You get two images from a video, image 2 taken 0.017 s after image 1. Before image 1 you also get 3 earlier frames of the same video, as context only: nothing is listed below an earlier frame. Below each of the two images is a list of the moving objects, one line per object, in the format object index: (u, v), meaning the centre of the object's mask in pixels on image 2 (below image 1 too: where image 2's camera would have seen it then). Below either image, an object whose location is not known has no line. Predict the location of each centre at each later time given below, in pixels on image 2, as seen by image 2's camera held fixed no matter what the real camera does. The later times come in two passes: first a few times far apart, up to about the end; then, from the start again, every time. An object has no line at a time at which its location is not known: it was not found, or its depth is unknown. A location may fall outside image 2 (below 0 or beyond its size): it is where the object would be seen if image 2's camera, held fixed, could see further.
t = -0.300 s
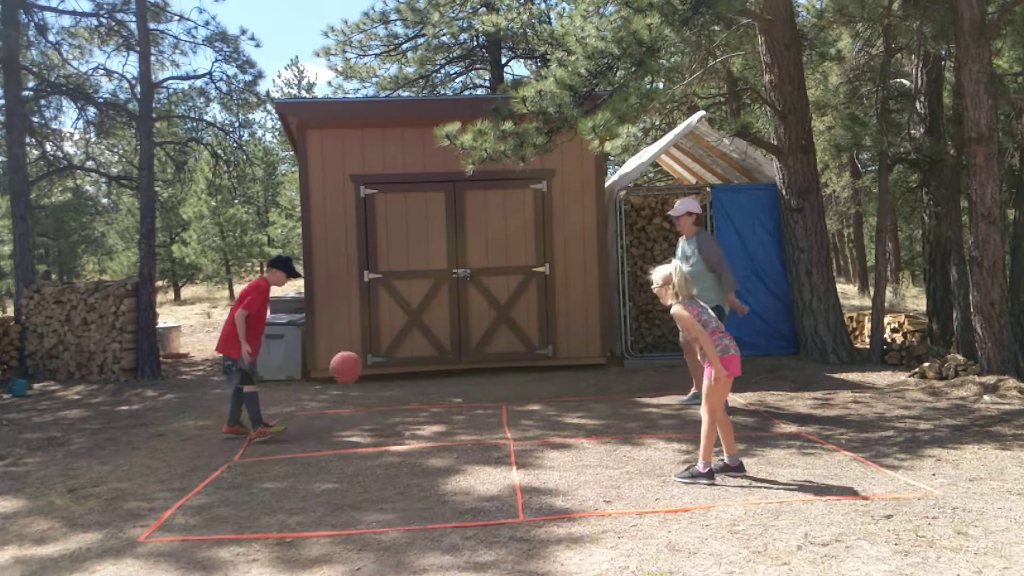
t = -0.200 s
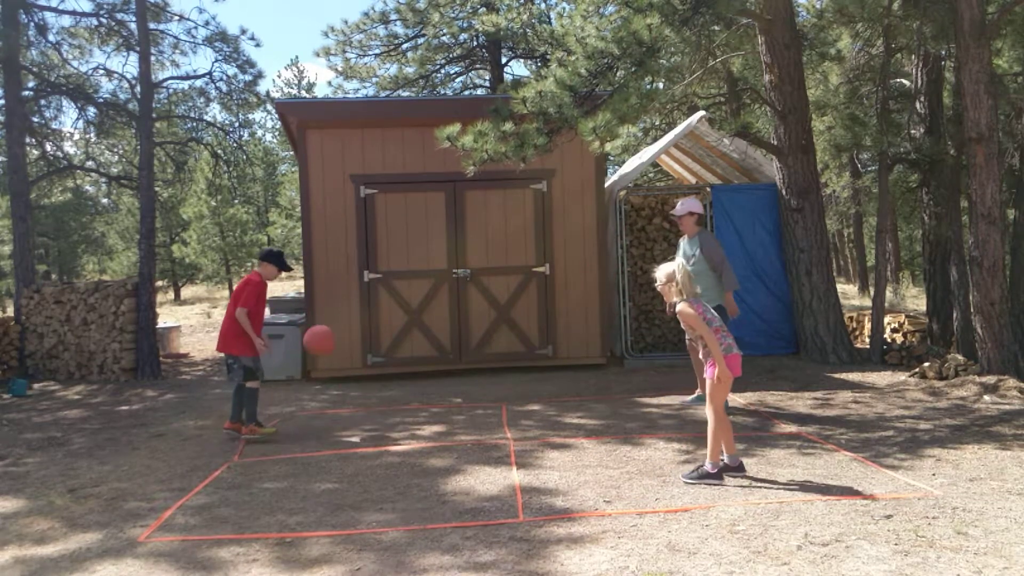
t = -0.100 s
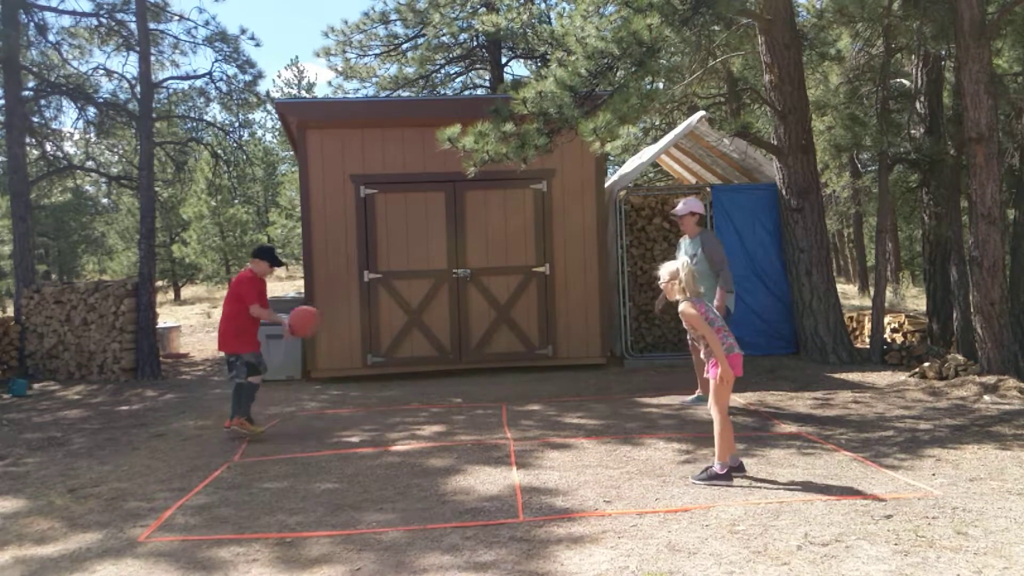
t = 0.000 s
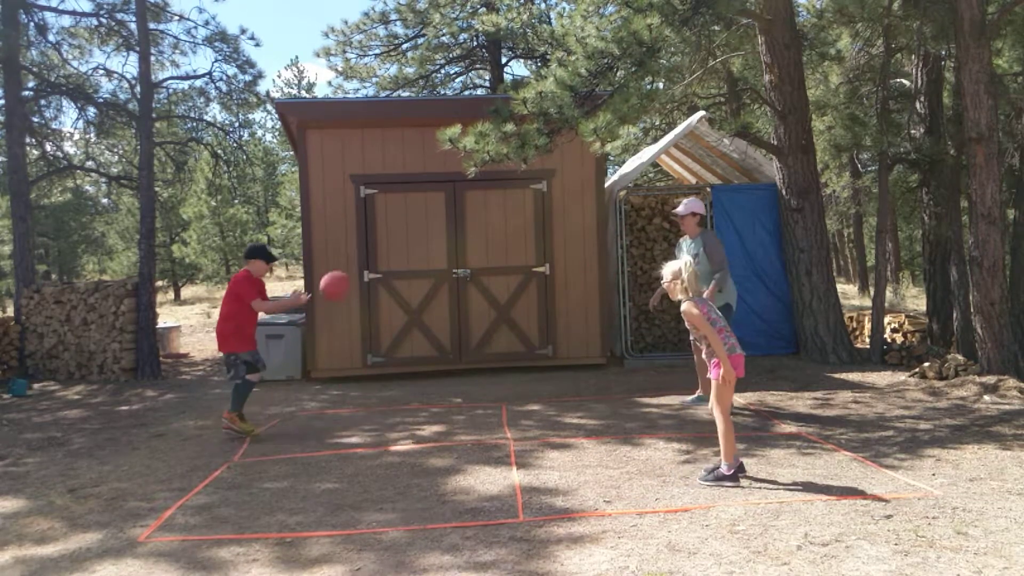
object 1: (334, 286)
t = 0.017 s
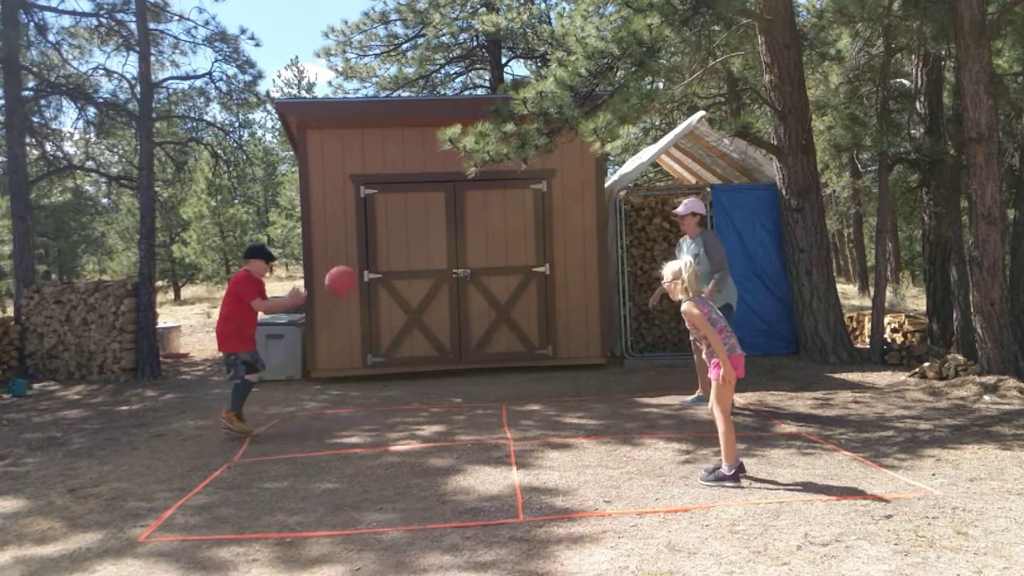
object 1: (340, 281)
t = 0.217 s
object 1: (402, 248)
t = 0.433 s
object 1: (470, 271)
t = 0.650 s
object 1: (538, 350)
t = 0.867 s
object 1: (585, 356)
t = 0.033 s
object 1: (346, 276)
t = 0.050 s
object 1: (352, 272)
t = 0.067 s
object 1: (357, 268)
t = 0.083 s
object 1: (361, 265)
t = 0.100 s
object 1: (366, 261)
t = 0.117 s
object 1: (372, 258)
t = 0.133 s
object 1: (377, 256)
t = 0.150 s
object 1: (383, 254)
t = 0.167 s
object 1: (387, 252)
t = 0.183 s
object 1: (391, 252)
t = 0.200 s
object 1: (397, 248)
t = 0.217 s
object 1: (402, 248)
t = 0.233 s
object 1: (407, 248)
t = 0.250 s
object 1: (414, 248)
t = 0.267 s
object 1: (418, 248)
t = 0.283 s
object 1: (424, 249)
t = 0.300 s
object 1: (428, 250)
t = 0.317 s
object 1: (433, 250)
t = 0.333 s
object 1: (439, 252)
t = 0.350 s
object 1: (444, 254)
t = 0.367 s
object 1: (449, 258)
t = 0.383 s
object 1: (455, 260)
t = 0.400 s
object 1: (459, 264)
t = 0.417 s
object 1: (464, 267)
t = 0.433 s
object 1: (470, 271)
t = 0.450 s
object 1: (476, 275)
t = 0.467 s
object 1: (480, 279)
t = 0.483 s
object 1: (485, 284)
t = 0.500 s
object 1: (491, 289)
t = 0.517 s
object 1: (496, 293)
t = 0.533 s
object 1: (501, 299)
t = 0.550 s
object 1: (506, 306)
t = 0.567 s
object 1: (511, 312)
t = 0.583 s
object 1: (516, 319)
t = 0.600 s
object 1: (522, 326)
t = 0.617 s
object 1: (528, 334)
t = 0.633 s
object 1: (533, 342)
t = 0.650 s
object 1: (538, 350)
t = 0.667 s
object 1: (543, 358)
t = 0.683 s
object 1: (548, 364)
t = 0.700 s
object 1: (553, 374)
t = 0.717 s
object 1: (558, 383)
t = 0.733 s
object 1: (563, 393)
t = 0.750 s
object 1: (567, 404)
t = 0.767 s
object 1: (569, 403)
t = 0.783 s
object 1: (573, 392)
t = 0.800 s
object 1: (575, 383)
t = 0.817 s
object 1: (578, 377)
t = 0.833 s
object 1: (581, 369)
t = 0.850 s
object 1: (582, 362)
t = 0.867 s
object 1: (585, 356)
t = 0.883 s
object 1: (588, 347)
